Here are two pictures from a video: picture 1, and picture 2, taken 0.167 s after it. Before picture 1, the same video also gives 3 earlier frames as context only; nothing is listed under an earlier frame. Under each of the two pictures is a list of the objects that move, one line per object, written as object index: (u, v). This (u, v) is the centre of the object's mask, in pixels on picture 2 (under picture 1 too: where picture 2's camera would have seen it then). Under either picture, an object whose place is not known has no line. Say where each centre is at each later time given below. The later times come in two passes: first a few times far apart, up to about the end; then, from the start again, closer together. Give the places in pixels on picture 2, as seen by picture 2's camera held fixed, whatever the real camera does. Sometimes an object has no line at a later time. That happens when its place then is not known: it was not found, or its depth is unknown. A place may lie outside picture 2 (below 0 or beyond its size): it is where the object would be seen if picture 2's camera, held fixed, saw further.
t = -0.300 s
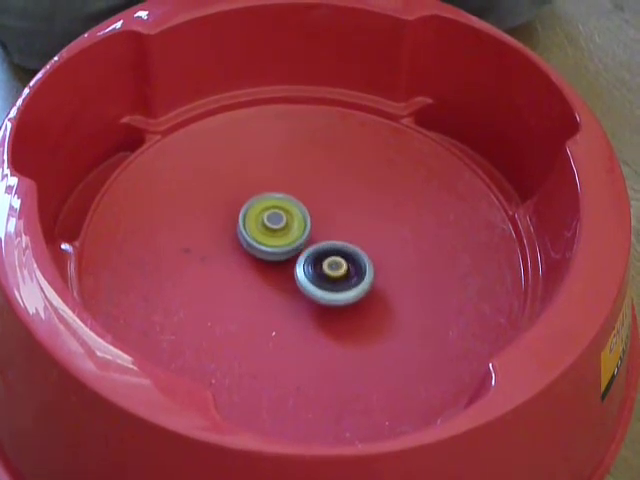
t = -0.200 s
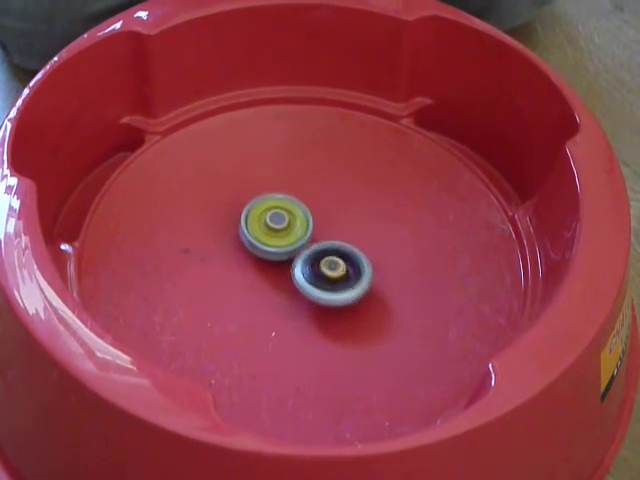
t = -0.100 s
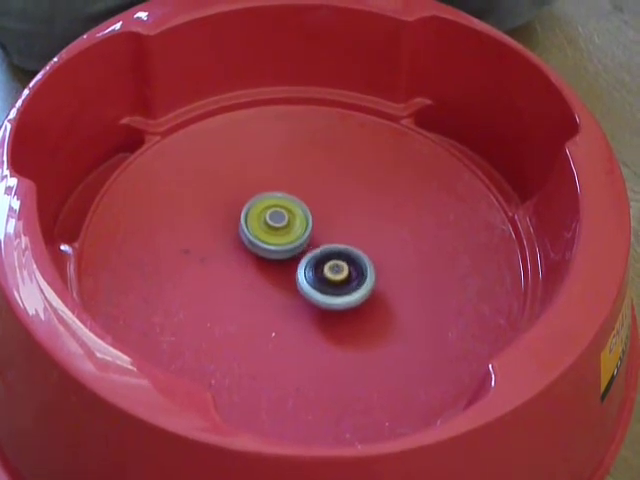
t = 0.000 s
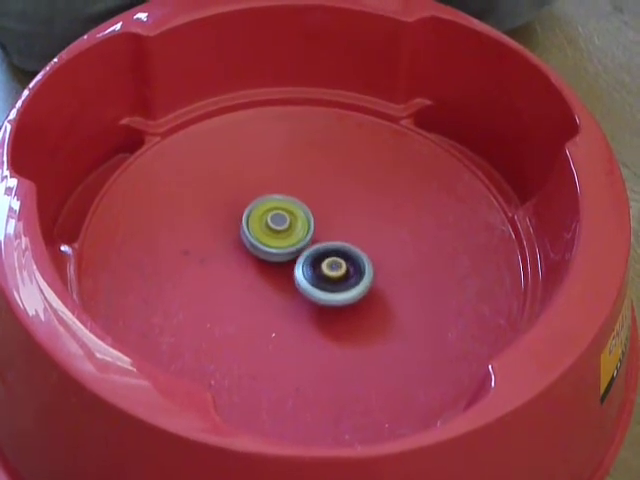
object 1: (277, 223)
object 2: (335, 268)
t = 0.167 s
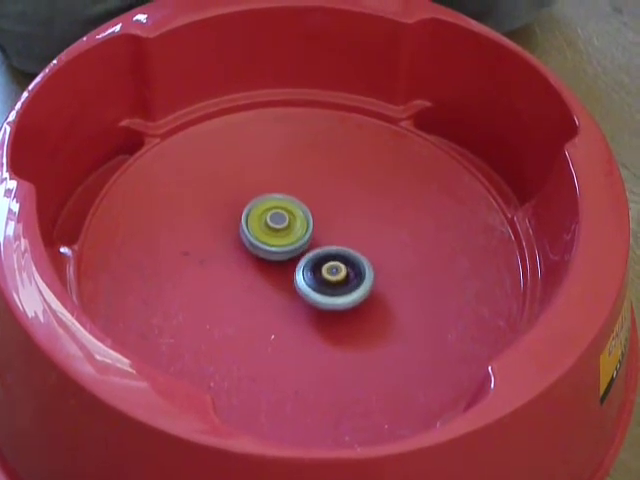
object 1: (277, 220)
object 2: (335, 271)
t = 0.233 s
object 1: (277, 221)
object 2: (334, 270)
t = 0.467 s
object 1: (277, 222)
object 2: (332, 269)
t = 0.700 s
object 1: (274, 221)
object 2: (328, 268)
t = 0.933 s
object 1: (275, 222)
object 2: (326, 268)
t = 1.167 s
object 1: (274, 220)
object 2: (327, 269)
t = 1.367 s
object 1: (274, 217)
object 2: (329, 271)
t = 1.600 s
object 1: (276, 219)
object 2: (328, 267)
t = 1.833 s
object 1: (274, 215)
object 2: (329, 269)
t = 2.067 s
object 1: (276, 214)
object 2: (330, 269)
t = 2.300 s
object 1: (276, 214)
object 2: (328, 269)
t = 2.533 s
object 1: (277, 214)
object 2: (325, 268)
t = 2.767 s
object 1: (280, 218)
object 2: (324, 268)
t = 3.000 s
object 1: (280, 214)
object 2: (324, 273)
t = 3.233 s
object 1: (281, 216)
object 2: (322, 273)
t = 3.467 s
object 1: (286, 215)
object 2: (320, 273)
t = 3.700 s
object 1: (287, 213)
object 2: (318, 272)
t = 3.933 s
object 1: (292, 215)
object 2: (319, 270)
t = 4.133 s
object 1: (296, 214)
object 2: (317, 271)
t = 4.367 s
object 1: (299, 214)
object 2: (317, 270)
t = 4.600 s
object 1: (303, 212)
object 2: (313, 271)
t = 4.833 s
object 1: (306, 213)
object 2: (312, 270)
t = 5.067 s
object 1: (313, 210)
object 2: (309, 269)
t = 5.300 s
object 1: (317, 213)
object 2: (306, 268)
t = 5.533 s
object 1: (323, 214)
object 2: (302, 269)
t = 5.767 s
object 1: (326, 219)
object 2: (296, 269)
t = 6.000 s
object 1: (333, 220)
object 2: (294, 269)
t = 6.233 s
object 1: (341, 221)
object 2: (286, 272)
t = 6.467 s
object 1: (338, 226)
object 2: (293, 273)
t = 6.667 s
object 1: (337, 231)
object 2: (285, 274)
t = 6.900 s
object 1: (332, 231)
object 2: (283, 270)
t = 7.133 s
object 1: (331, 227)
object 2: (279, 270)
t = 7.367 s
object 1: (331, 227)
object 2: (282, 269)
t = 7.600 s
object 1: (335, 225)
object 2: (285, 268)
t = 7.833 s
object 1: (333, 230)
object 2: (285, 272)
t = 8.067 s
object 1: (341, 228)
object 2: (275, 267)
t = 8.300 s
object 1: (337, 230)
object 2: (270, 257)
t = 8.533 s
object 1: (335, 235)
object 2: (267, 254)
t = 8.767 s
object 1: (339, 243)
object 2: (247, 253)
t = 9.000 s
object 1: (329, 251)
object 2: (222, 263)
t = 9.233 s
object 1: (311, 251)
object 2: (220, 265)
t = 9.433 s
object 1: (319, 246)
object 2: (227, 253)
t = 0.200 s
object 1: (277, 220)
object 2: (335, 271)
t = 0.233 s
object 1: (277, 221)
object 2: (334, 270)
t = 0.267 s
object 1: (277, 222)
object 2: (333, 268)
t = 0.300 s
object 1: (278, 223)
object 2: (332, 267)
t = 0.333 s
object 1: (278, 223)
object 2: (332, 266)
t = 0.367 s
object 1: (278, 223)
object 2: (332, 266)
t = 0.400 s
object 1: (278, 223)
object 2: (332, 268)
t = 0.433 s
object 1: (279, 224)
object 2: (331, 268)
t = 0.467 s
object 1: (277, 222)
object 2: (332, 269)
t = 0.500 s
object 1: (276, 219)
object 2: (333, 272)
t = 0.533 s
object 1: (275, 219)
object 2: (333, 273)
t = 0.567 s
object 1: (274, 219)
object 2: (332, 272)
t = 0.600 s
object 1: (274, 219)
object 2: (331, 272)
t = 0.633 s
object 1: (274, 219)
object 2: (330, 271)
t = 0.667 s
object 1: (274, 220)
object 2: (329, 269)
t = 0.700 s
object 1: (274, 221)
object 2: (328, 268)
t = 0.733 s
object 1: (275, 222)
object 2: (328, 267)
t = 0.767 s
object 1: (274, 221)
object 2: (328, 267)
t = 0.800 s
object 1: (274, 220)
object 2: (329, 269)
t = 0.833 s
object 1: (274, 220)
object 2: (330, 271)
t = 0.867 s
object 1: (274, 221)
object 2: (329, 269)
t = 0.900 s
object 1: (274, 221)
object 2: (327, 269)
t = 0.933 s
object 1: (275, 222)
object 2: (326, 268)
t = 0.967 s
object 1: (275, 222)
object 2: (326, 267)
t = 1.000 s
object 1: (275, 221)
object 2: (326, 268)
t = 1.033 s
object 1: (275, 221)
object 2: (327, 268)
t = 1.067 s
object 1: (275, 222)
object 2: (326, 268)
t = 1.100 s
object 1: (275, 222)
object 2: (325, 268)
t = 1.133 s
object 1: (274, 220)
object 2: (327, 269)
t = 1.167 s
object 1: (274, 220)
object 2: (327, 269)
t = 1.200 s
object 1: (274, 220)
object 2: (328, 269)
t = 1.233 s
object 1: (274, 220)
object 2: (328, 268)
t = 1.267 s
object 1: (275, 221)
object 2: (327, 268)
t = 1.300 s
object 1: (275, 222)
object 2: (326, 267)
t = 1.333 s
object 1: (275, 219)
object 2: (328, 268)
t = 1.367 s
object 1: (274, 217)
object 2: (329, 271)
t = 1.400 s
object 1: (274, 217)
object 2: (330, 271)
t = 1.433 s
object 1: (273, 216)
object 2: (330, 271)
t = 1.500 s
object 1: (274, 217)
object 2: (330, 270)
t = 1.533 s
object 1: (274, 217)
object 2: (329, 269)
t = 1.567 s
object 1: (275, 218)
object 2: (329, 269)
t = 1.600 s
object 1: (276, 219)
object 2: (328, 267)
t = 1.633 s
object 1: (277, 220)
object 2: (327, 266)
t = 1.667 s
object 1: (275, 217)
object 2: (330, 268)
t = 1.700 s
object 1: (274, 215)
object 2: (331, 271)
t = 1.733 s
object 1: (274, 214)
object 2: (331, 272)
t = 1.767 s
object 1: (274, 215)
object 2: (330, 271)
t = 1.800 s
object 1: (274, 215)
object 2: (329, 270)
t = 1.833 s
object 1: (274, 215)
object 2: (329, 269)
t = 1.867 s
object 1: (274, 216)
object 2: (328, 268)
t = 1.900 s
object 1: (275, 217)
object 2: (328, 268)
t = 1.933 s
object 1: (276, 218)
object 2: (327, 266)
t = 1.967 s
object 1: (277, 219)
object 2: (326, 265)
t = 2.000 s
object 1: (276, 215)
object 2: (329, 267)
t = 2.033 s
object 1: (276, 214)
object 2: (330, 269)
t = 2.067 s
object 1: (276, 214)
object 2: (330, 269)
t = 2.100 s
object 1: (275, 215)
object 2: (328, 268)
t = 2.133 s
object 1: (276, 215)
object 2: (327, 268)
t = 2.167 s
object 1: (276, 216)
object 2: (326, 266)
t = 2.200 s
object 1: (276, 217)
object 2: (325, 265)
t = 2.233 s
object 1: (276, 216)
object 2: (327, 266)
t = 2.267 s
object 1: (276, 214)
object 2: (328, 268)
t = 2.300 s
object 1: (276, 214)
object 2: (328, 269)
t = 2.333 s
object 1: (276, 214)
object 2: (326, 268)
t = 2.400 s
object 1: (276, 215)
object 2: (325, 266)
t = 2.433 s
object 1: (276, 216)
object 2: (324, 266)
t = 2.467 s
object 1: (277, 217)
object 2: (324, 264)
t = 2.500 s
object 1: (277, 215)
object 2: (324, 267)
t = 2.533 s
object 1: (277, 214)
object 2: (325, 268)
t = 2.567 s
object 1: (277, 214)
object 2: (324, 268)
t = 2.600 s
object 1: (277, 214)
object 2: (325, 268)
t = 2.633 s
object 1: (277, 215)
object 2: (324, 268)
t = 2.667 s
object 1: (278, 216)
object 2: (324, 268)
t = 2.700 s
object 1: (278, 217)
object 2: (323, 267)
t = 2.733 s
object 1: (279, 219)
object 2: (323, 268)
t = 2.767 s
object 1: (280, 218)
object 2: (324, 268)
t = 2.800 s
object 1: (280, 218)
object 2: (322, 269)
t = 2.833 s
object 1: (280, 218)
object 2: (323, 268)
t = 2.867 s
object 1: (281, 218)
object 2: (323, 268)
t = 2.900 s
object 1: (281, 218)
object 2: (323, 268)
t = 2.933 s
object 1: (281, 218)
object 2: (322, 269)
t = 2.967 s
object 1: (280, 215)
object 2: (324, 272)
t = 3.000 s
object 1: (280, 214)
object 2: (324, 273)
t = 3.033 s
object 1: (279, 213)
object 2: (324, 274)
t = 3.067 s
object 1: (279, 214)
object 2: (323, 274)
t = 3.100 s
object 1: (279, 214)
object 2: (322, 273)
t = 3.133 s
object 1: (279, 214)
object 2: (323, 273)
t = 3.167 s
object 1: (279, 214)
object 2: (323, 274)
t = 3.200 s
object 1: (280, 215)
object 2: (322, 273)
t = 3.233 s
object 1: (281, 216)
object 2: (322, 273)
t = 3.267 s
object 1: (282, 217)
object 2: (321, 272)
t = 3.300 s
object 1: (283, 219)
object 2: (321, 272)
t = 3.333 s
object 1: (284, 219)
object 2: (321, 271)
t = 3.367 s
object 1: (285, 219)
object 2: (321, 271)
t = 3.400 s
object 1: (285, 218)
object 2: (321, 271)
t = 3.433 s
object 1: (287, 219)
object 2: (319, 271)
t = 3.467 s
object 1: (286, 215)
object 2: (320, 273)
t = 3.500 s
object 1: (286, 212)
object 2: (318, 275)
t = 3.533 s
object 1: (286, 212)
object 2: (319, 274)
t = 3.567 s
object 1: (286, 212)
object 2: (319, 275)
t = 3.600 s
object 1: (286, 212)
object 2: (318, 274)
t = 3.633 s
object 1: (286, 212)
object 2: (319, 274)
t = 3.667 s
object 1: (286, 212)
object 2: (319, 273)
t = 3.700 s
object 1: (287, 213)
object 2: (318, 272)
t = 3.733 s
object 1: (287, 214)
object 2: (318, 271)
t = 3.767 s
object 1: (288, 214)
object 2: (318, 271)
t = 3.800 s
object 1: (289, 214)
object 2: (318, 270)
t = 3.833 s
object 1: (290, 213)
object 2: (319, 272)
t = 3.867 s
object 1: (291, 213)
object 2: (319, 271)
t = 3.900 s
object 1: (291, 214)
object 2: (319, 272)
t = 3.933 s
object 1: (292, 215)
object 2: (319, 270)
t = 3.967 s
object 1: (292, 215)
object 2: (319, 270)
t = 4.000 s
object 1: (293, 215)
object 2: (318, 270)
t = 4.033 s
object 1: (294, 215)
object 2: (319, 271)
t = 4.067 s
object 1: (294, 215)
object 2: (317, 270)
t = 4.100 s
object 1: (295, 214)
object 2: (318, 272)
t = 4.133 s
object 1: (296, 214)
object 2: (317, 271)
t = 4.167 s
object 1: (296, 214)
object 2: (318, 271)
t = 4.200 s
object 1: (296, 214)
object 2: (316, 270)
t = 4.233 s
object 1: (297, 214)
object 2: (317, 270)
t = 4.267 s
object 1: (298, 214)
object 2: (316, 270)
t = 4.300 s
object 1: (298, 214)
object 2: (317, 270)
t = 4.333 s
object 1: (299, 214)
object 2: (316, 271)
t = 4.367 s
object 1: (299, 214)
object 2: (317, 270)
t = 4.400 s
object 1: (299, 214)
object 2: (317, 270)
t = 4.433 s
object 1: (300, 214)
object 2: (316, 270)
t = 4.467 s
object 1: (301, 214)
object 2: (316, 271)
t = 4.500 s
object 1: (301, 214)
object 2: (313, 270)
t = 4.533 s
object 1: (302, 214)
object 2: (314, 271)
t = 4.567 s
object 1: (302, 214)
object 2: (312, 270)
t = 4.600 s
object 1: (303, 212)
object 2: (313, 271)
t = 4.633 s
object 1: (304, 211)
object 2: (311, 272)
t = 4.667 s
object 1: (304, 211)
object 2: (312, 271)
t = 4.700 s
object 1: (304, 211)
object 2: (312, 271)
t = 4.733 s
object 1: (305, 212)
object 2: (311, 271)
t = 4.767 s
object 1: (305, 212)
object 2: (312, 271)
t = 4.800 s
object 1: (305, 213)
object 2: (311, 270)
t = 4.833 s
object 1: (306, 213)
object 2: (312, 270)
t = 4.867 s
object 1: (307, 214)
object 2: (310, 270)
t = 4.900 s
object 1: (308, 213)
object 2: (309, 270)
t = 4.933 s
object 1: (309, 213)
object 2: (308, 270)
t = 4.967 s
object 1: (310, 211)
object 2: (308, 269)
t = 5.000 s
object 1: (311, 211)
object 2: (308, 270)
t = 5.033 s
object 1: (312, 212)
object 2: (306, 269)
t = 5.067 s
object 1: (313, 210)
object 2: (309, 269)
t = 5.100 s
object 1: (313, 212)
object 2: (308, 270)
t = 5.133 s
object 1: (313, 212)
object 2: (308, 269)
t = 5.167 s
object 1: (314, 213)
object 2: (309, 269)
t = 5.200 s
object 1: (315, 213)
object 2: (307, 269)
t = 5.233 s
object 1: (316, 212)
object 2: (306, 270)
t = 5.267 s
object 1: (317, 213)
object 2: (304, 269)
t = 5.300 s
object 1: (317, 213)
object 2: (306, 268)
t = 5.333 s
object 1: (318, 213)
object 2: (304, 269)
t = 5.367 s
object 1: (318, 213)
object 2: (304, 267)
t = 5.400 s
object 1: (319, 214)
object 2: (305, 268)
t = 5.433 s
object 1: (320, 214)
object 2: (302, 268)
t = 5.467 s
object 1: (322, 214)
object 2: (302, 269)
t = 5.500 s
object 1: (322, 214)
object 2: (301, 270)
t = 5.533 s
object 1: (323, 214)
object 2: (302, 269)
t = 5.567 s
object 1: (324, 213)
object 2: (304, 270)
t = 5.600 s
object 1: (324, 215)
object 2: (301, 269)
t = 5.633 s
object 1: (324, 216)
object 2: (301, 269)
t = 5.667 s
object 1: (324, 217)
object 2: (298, 270)
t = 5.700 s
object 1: (324, 218)
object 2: (299, 269)
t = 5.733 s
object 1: (325, 218)
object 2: (298, 270)
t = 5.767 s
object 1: (326, 219)
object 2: (296, 269)
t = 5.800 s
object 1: (327, 219)
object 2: (297, 269)
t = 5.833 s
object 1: (327, 219)
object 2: (294, 269)
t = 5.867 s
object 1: (328, 220)
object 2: (295, 268)
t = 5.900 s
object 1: (331, 220)
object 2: (295, 269)
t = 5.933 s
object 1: (332, 220)
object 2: (290, 269)
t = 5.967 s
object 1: (332, 220)
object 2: (292, 268)
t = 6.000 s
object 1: (333, 220)
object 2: (294, 269)
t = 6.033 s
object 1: (333, 220)
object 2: (293, 269)
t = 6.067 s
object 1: (333, 221)
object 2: (294, 269)
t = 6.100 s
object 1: (333, 222)
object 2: (295, 270)
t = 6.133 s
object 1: (334, 222)
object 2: (294, 269)
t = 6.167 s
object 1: (338, 221)
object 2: (292, 272)
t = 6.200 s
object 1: (340, 221)
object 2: (286, 273)
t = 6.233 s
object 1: (341, 221)
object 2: (286, 272)
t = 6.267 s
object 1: (341, 221)
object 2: (290, 272)
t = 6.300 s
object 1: (341, 221)
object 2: (289, 274)
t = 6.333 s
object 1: (341, 222)
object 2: (289, 273)
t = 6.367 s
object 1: (341, 223)
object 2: (290, 273)
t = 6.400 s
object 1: (340, 224)
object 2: (290, 273)
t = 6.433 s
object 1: (339, 225)
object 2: (291, 273)
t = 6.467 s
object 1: (338, 226)
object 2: (293, 273)
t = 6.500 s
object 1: (337, 228)
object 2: (292, 274)
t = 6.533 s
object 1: (336, 229)
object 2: (292, 274)
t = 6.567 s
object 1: (336, 230)
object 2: (291, 275)
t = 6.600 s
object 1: (336, 230)
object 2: (287, 274)
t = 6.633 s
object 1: (336, 231)
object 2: (286, 273)
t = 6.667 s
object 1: (337, 231)
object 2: (285, 274)
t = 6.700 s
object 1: (336, 231)
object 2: (285, 272)
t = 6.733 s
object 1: (335, 231)
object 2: (286, 273)
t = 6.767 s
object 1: (334, 231)
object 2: (286, 273)
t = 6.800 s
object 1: (333, 231)
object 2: (285, 271)
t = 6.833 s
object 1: (334, 230)
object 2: (285, 273)
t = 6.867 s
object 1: (334, 230)
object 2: (284, 273)
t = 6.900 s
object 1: (332, 231)
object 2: (283, 270)
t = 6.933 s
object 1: (335, 228)
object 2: (283, 271)
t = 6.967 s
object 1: (336, 228)
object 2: (276, 273)
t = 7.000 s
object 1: (336, 228)
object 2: (273, 272)
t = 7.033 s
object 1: (334, 228)
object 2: (277, 272)
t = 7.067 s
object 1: (333, 227)
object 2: (276, 271)
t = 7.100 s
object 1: (332, 228)
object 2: (277, 271)
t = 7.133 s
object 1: (331, 227)
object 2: (279, 270)
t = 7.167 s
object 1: (329, 228)
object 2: (279, 268)
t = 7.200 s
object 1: (329, 228)
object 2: (280, 268)
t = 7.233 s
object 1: (330, 228)
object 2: (281, 269)
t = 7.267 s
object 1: (331, 228)
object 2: (279, 270)
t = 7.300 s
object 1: (331, 227)
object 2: (276, 268)
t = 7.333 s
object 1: (331, 227)
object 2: (277, 267)
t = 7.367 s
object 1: (331, 227)
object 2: (282, 269)
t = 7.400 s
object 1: (331, 227)
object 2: (284, 269)
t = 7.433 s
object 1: (333, 226)
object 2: (282, 270)
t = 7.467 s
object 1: (334, 225)
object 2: (281, 269)
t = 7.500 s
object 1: (334, 225)
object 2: (282, 269)
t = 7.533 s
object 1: (334, 225)
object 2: (282, 269)
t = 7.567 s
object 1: (335, 225)
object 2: (285, 268)
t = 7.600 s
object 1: (335, 225)
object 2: (285, 268)
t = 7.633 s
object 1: (334, 226)
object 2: (286, 271)
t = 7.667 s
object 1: (334, 227)
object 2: (285, 270)
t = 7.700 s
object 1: (333, 228)
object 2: (285, 270)
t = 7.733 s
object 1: (333, 228)
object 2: (287, 270)
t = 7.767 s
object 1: (333, 229)
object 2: (287, 271)
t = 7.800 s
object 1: (333, 229)
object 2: (286, 271)
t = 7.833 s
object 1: (333, 230)
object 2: (285, 272)
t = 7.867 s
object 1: (332, 231)
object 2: (283, 272)
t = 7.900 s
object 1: (333, 231)
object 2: (283, 270)
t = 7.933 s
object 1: (334, 231)
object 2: (282, 270)
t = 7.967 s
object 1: (335, 232)
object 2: (281, 268)
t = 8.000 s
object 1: (334, 232)
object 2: (281, 268)
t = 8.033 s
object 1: (336, 229)
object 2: (279, 266)
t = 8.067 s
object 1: (341, 228)
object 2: (275, 267)
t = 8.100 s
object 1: (342, 228)
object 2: (272, 265)
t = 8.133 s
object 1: (341, 228)
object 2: (270, 264)
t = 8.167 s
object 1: (341, 228)
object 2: (269, 260)
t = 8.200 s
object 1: (340, 229)
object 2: (268, 259)
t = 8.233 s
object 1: (339, 229)
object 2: (268, 258)
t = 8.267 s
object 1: (338, 230)
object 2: (269, 259)
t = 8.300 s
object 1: (337, 230)
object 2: (270, 257)
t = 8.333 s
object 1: (336, 231)
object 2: (270, 255)
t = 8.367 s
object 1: (335, 232)
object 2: (270, 254)
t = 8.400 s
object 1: (335, 233)
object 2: (269, 254)
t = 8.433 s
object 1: (335, 234)
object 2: (269, 255)
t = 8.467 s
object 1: (336, 234)
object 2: (269, 256)
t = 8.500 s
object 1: (335, 235)
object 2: (268, 255)
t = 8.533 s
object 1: (335, 235)
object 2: (267, 254)
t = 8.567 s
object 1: (335, 236)
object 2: (267, 253)
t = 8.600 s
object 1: (336, 236)
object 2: (266, 254)
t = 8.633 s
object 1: (335, 236)
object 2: (267, 255)
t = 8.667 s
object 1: (336, 236)
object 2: (268, 255)
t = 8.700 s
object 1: (335, 237)
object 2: (268, 254)
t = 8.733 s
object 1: (337, 239)
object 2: (264, 244)
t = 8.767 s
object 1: (339, 243)
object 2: (247, 253)
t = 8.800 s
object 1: (338, 245)
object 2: (245, 249)
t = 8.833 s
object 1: (337, 246)
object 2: (238, 250)
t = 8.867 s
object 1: (336, 247)
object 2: (228, 254)
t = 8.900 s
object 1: (335, 249)
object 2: (227, 255)
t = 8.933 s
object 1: (333, 250)
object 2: (225, 259)
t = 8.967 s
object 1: (331, 250)
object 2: (224, 262)
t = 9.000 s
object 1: (329, 251)
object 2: (222, 263)
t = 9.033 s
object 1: (327, 251)
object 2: (220, 265)
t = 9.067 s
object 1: (324, 252)
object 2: (219, 265)
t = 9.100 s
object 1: (321, 252)
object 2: (218, 265)
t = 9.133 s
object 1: (318, 252)
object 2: (218, 265)
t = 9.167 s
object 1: (316, 252)
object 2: (218, 265)
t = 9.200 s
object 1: (314, 251)
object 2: (220, 264)
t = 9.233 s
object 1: (311, 251)
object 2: (220, 265)
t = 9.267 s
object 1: (308, 249)
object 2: (219, 265)
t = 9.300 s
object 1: (306, 248)
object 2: (220, 262)
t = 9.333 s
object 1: (303, 247)
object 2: (226, 261)
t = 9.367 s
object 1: (301, 246)
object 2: (232, 262)
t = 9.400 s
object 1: (303, 244)
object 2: (233, 260)
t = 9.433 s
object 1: (319, 246)
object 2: (227, 253)
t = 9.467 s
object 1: (333, 246)
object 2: (222, 247)
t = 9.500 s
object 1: (344, 245)
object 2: (220, 239)
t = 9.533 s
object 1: (353, 239)
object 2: (220, 231)
